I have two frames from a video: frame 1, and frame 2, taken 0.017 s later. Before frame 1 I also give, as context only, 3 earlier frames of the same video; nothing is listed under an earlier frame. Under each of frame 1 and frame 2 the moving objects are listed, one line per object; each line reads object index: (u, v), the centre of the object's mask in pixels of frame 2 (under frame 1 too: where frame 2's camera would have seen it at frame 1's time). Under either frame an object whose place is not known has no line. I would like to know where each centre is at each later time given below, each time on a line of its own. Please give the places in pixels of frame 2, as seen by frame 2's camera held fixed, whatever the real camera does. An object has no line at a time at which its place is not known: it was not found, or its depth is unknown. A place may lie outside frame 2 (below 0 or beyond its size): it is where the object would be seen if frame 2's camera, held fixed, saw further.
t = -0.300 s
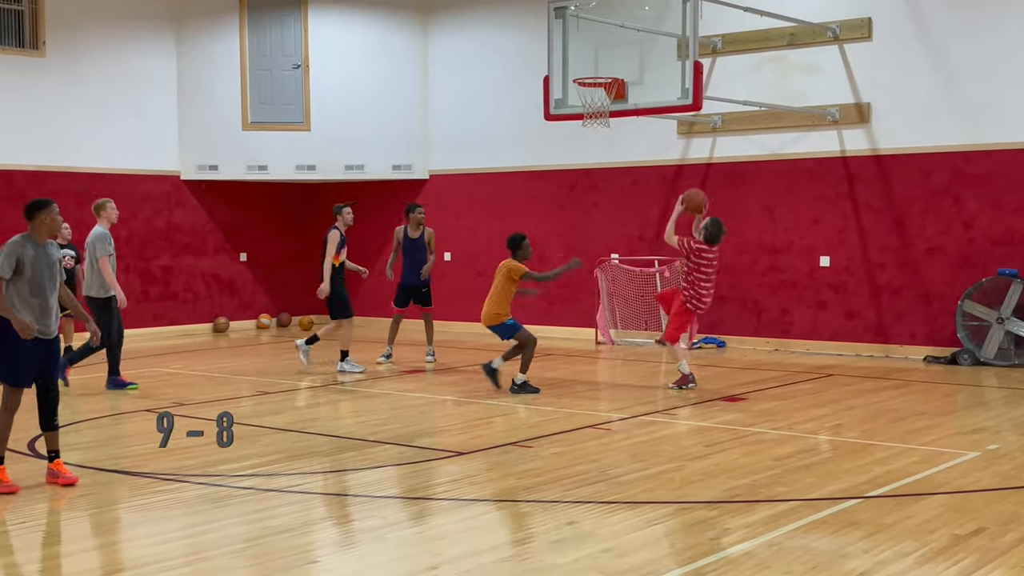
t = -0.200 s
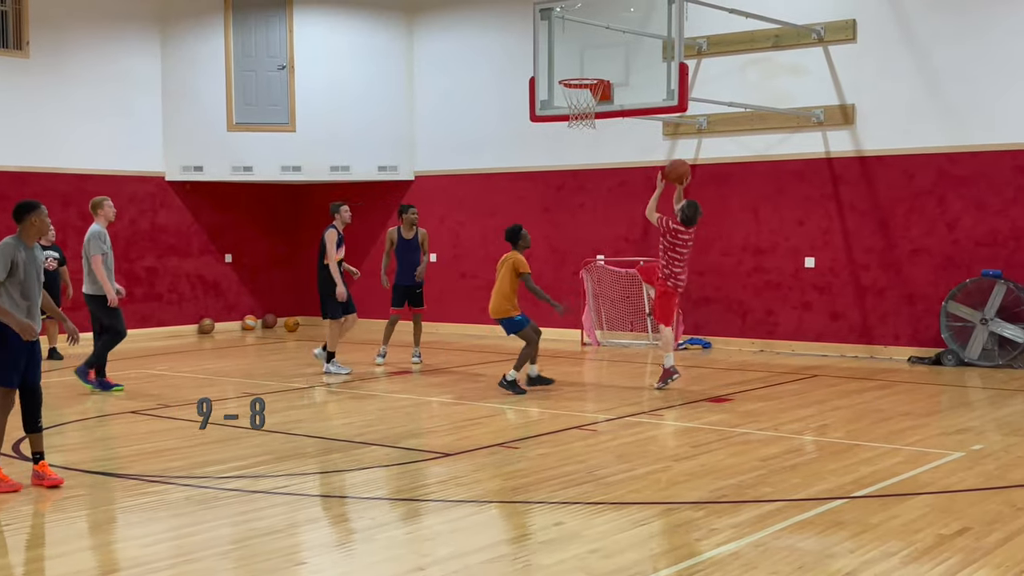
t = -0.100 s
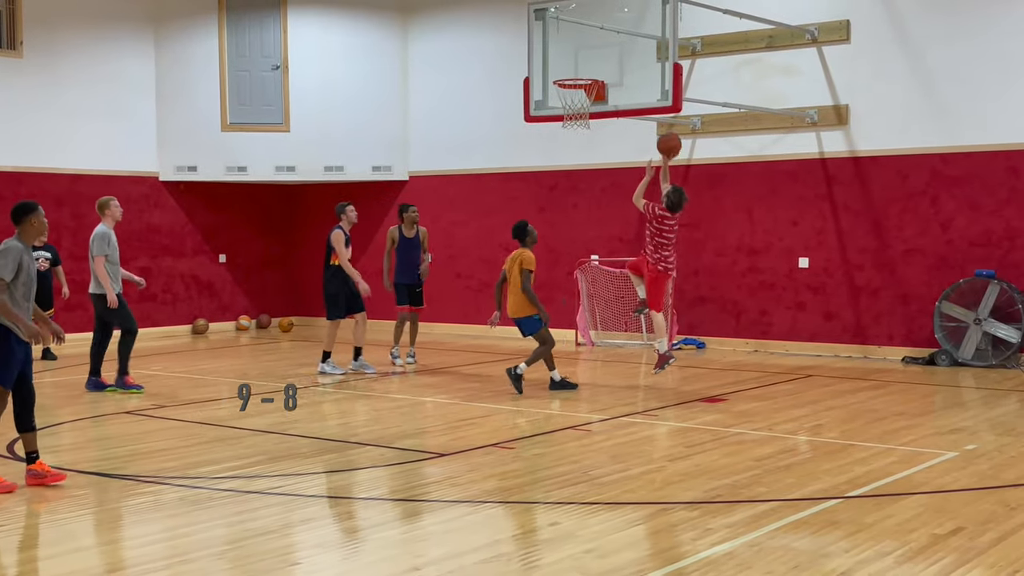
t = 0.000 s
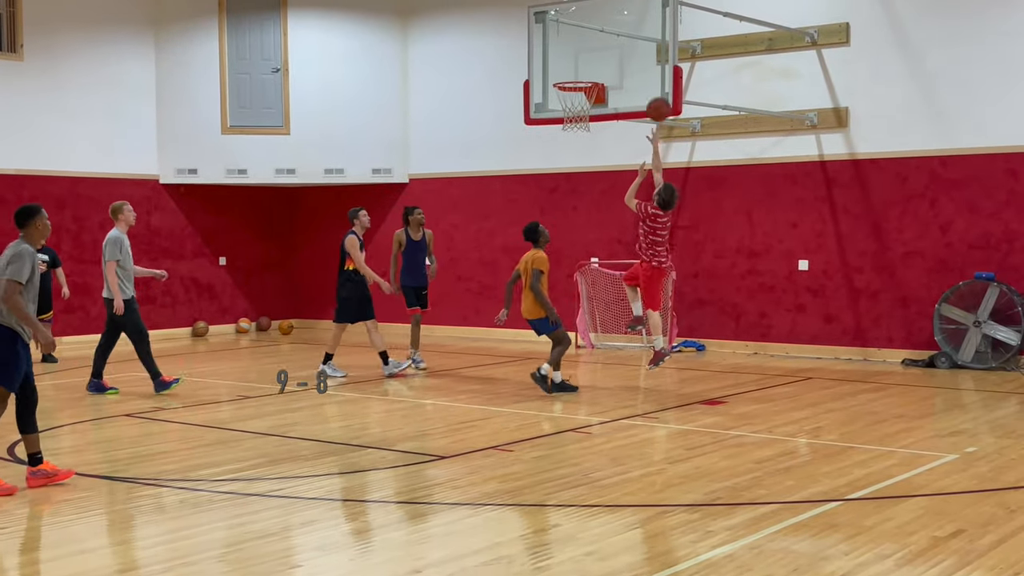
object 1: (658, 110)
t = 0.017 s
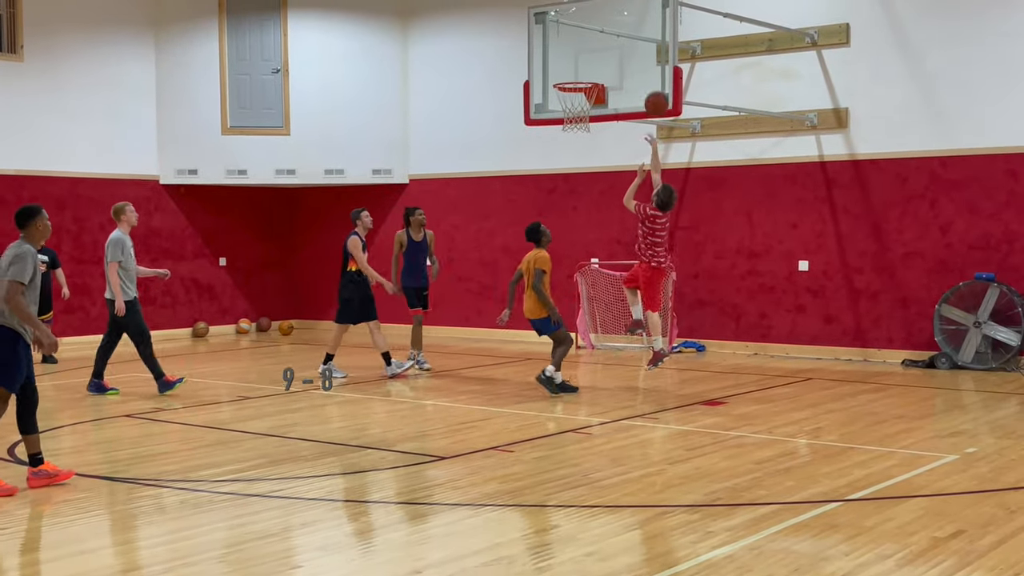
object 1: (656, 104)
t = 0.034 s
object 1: (654, 97)
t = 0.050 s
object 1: (652, 91)
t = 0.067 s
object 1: (650, 86)
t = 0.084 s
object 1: (648, 81)
